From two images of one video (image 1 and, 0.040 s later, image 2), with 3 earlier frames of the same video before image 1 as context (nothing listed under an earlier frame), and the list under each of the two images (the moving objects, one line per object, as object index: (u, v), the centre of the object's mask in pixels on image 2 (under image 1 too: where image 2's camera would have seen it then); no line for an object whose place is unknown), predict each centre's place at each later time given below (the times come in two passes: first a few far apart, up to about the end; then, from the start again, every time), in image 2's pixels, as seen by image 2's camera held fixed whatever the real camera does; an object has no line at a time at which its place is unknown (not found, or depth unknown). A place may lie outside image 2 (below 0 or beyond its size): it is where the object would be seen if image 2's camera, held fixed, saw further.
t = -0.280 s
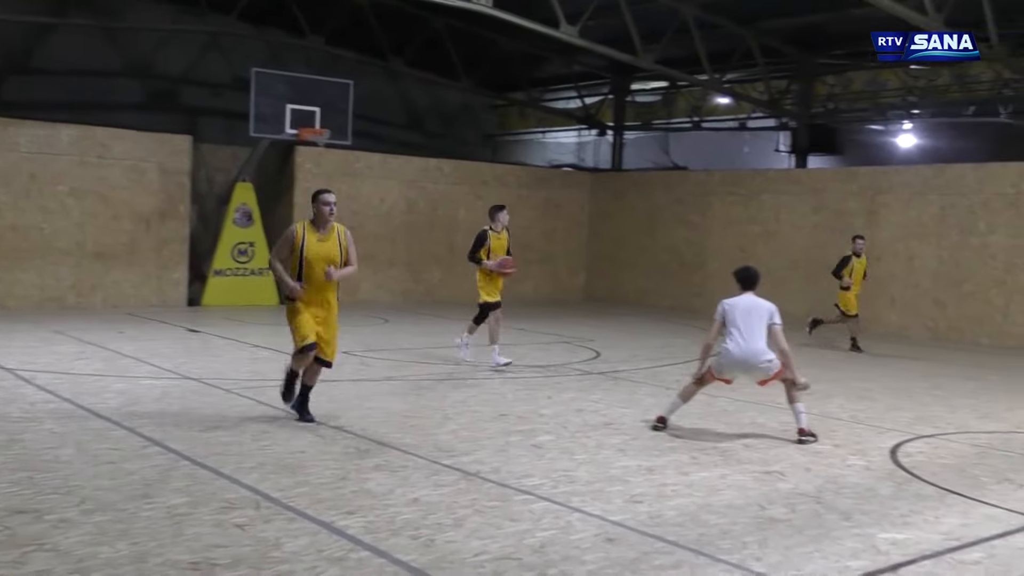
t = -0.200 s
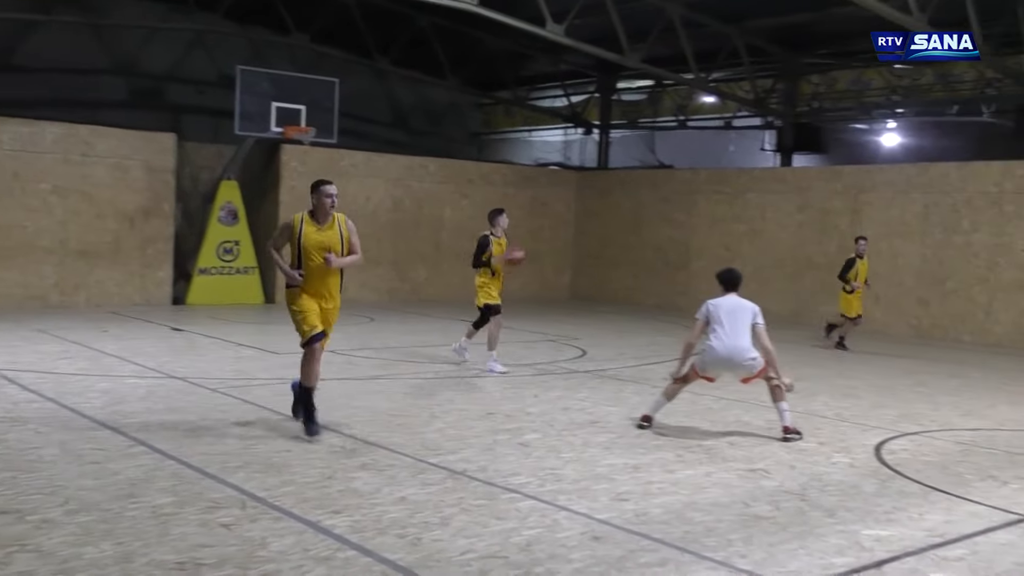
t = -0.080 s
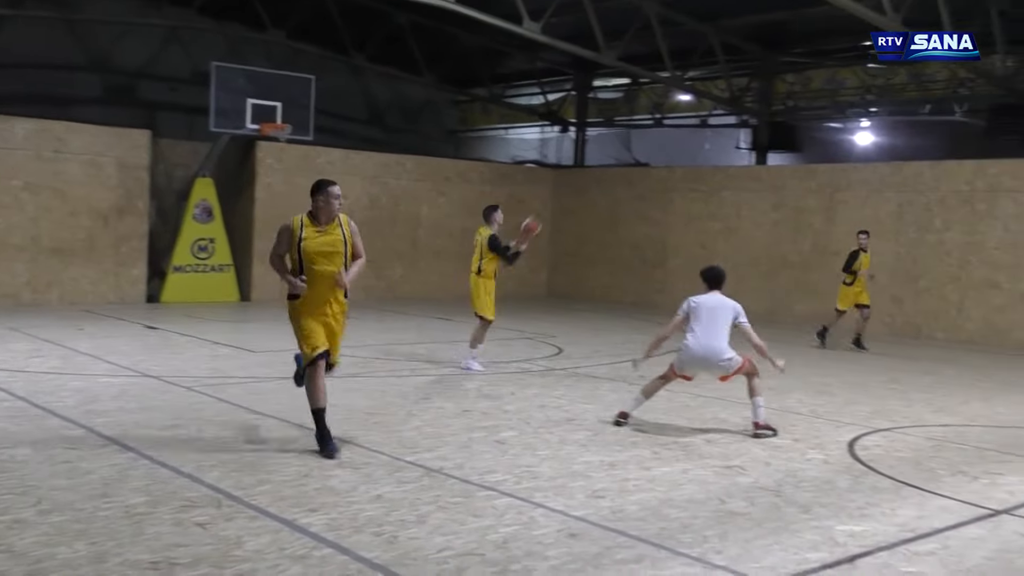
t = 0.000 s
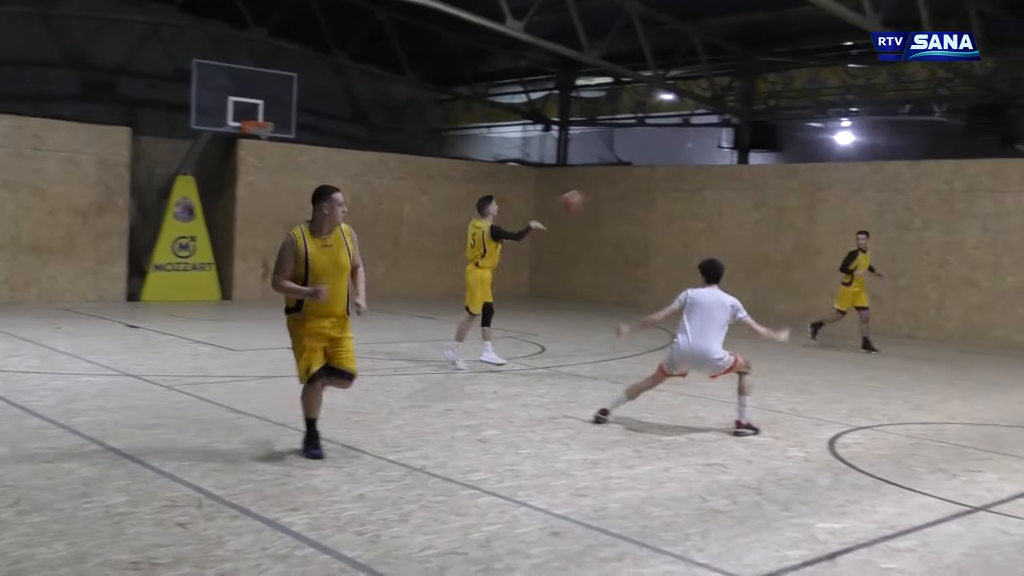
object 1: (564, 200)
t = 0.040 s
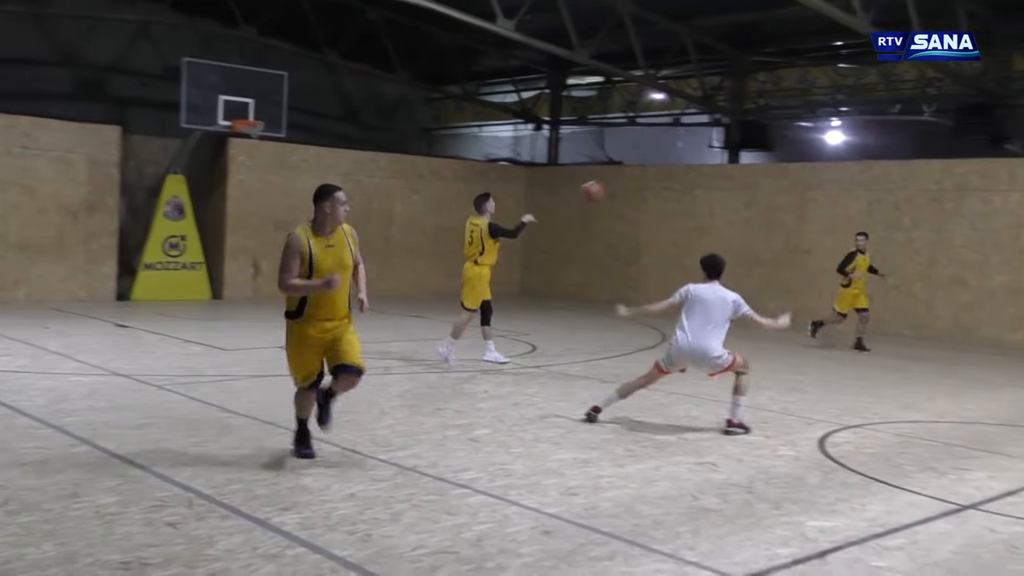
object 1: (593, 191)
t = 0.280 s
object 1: (768, 161)
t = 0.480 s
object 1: (897, 172)
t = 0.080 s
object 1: (625, 181)
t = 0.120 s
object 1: (654, 174)
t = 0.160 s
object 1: (682, 169)
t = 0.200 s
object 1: (711, 165)
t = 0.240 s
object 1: (739, 162)
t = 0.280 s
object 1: (768, 161)
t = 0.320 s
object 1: (794, 160)
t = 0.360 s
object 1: (821, 161)
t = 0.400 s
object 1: (847, 161)
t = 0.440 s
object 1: (873, 166)
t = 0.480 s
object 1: (897, 172)
